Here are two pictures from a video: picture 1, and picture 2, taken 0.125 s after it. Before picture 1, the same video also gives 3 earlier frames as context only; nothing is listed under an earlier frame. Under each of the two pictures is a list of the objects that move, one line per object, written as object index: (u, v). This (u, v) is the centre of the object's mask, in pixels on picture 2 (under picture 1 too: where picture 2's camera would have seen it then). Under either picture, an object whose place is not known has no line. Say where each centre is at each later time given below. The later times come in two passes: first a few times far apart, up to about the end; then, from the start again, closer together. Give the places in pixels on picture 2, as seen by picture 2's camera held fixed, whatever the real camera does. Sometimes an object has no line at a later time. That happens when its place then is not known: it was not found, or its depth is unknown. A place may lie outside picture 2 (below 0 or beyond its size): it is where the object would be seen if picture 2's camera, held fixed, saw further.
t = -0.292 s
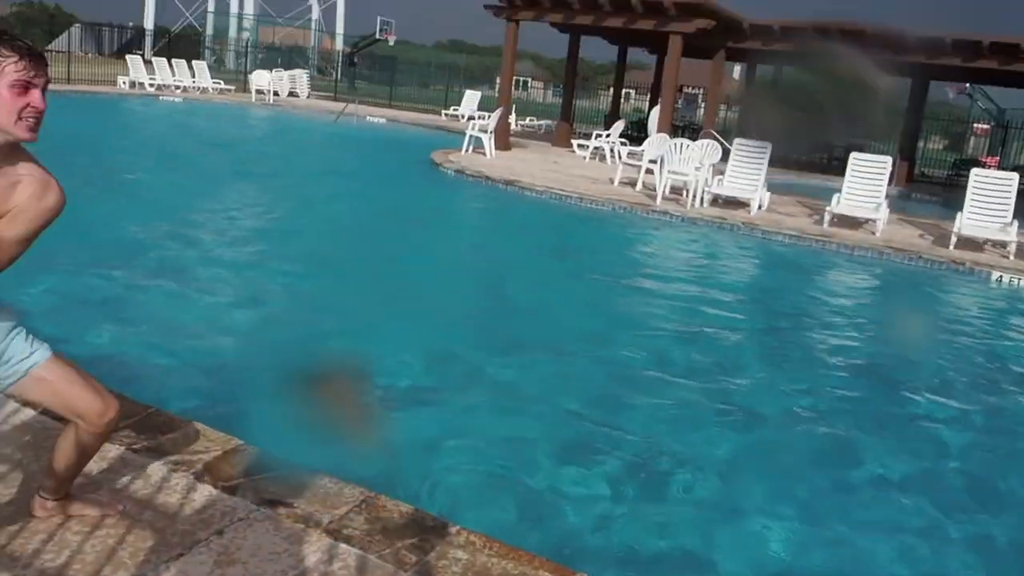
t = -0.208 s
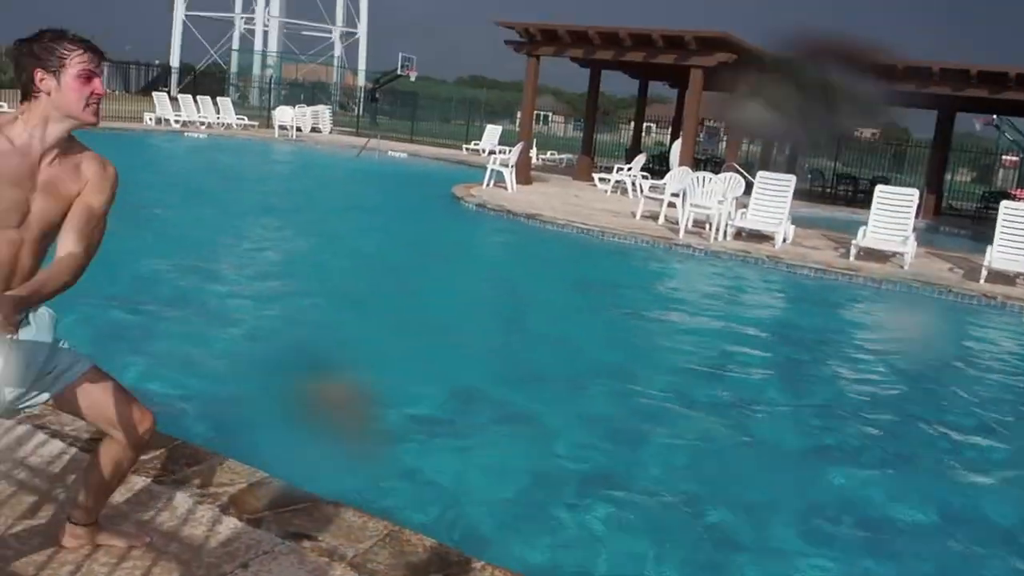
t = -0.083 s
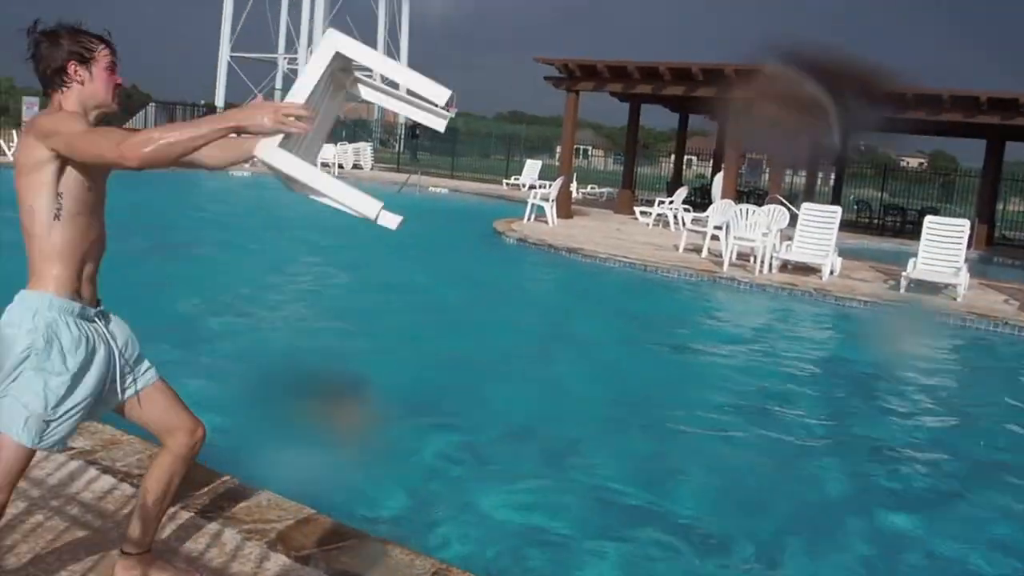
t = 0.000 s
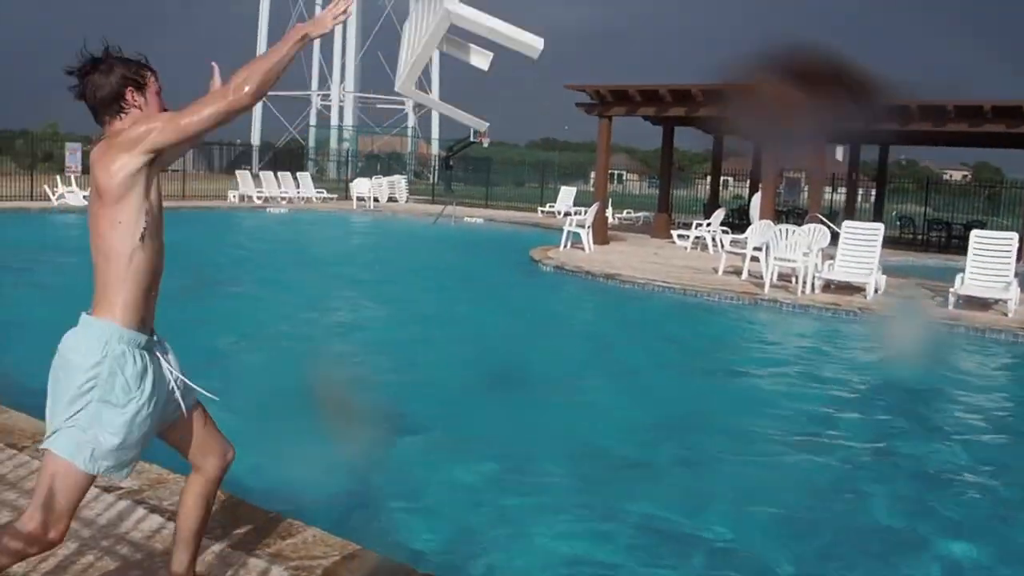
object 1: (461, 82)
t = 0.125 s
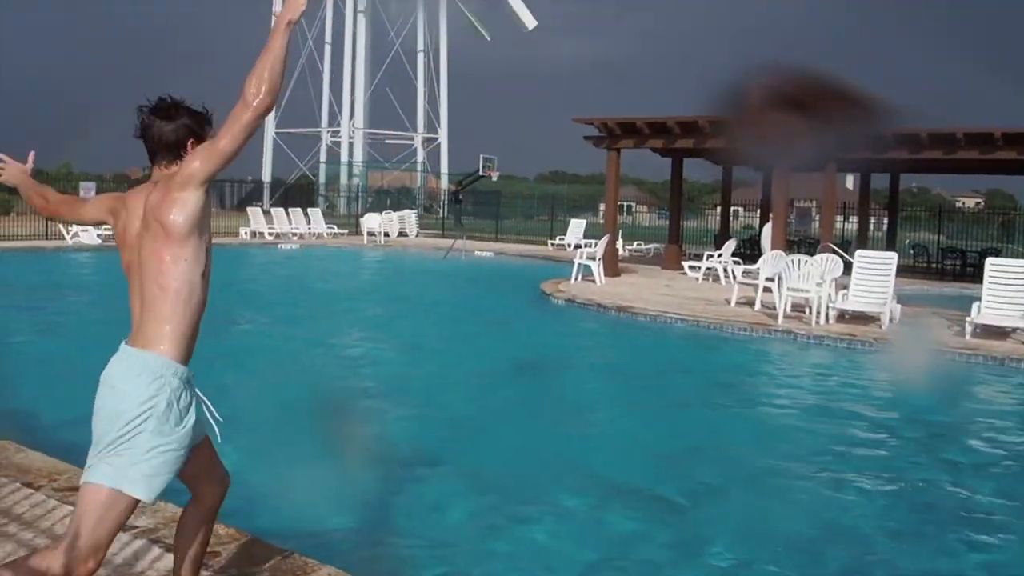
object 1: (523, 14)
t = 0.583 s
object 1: (548, -33)
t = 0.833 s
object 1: (523, 51)
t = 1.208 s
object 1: (476, 245)
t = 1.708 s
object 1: (453, 349)
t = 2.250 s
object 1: (441, 345)
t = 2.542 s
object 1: (431, 339)
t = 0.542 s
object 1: (544, -33)
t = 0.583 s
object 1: (548, -33)
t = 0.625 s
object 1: (538, -26)
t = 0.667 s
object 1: (534, -22)
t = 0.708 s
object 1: (532, -15)
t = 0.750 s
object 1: (528, 0)
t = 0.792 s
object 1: (528, 23)
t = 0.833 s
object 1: (523, 51)
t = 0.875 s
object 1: (510, 62)
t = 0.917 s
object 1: (509, 81)
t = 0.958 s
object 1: (504, 101)
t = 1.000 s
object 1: (498, 122)
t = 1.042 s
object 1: (492, 149)
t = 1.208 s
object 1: (476, 245)
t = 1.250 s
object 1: (471, 270)
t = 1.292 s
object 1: (468, 299)
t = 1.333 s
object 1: (468, 325)
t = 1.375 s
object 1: (467, 346)
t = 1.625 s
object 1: (455, 354)
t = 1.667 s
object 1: (453, 354)
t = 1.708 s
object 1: (453, 349)
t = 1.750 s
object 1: (449, 350)
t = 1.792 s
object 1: (450, 347)
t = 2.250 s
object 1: (441, 345)
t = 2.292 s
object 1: (441, 345)
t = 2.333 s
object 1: (438, 345)
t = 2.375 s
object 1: (439, 345)
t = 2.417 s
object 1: (438, 346)
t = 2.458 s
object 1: (437, 346)
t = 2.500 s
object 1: (431, 340)
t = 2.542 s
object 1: (431, 339)
